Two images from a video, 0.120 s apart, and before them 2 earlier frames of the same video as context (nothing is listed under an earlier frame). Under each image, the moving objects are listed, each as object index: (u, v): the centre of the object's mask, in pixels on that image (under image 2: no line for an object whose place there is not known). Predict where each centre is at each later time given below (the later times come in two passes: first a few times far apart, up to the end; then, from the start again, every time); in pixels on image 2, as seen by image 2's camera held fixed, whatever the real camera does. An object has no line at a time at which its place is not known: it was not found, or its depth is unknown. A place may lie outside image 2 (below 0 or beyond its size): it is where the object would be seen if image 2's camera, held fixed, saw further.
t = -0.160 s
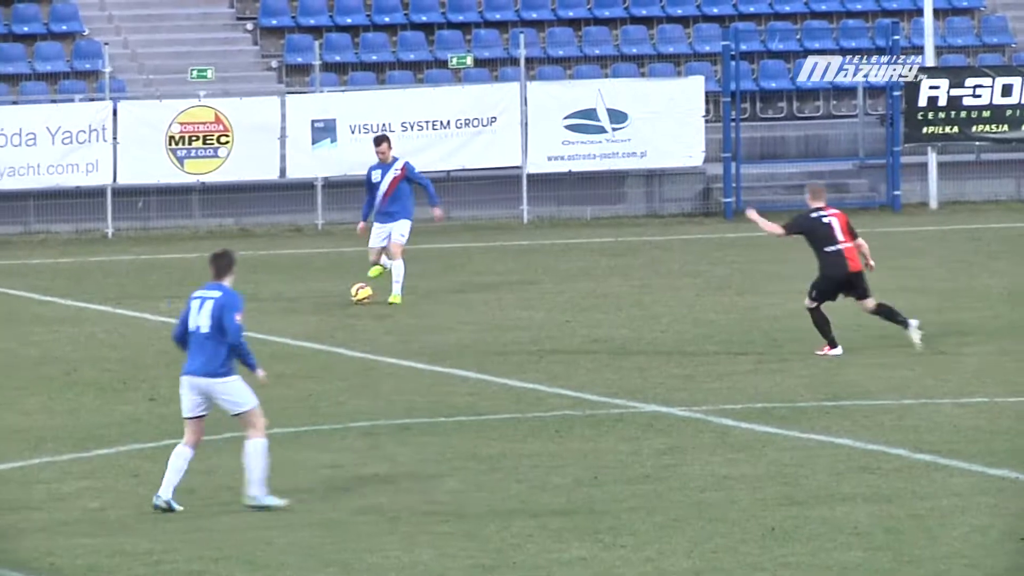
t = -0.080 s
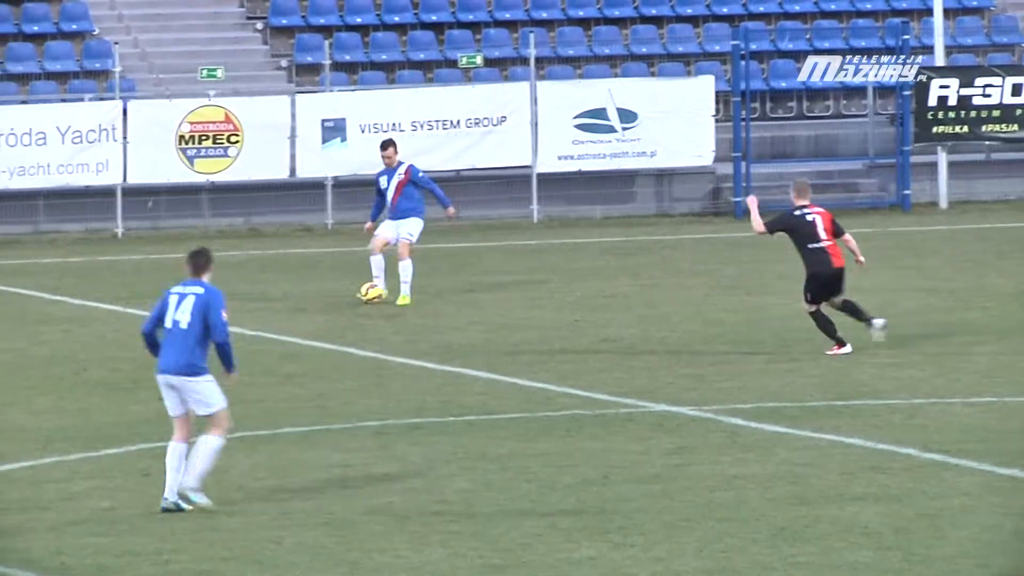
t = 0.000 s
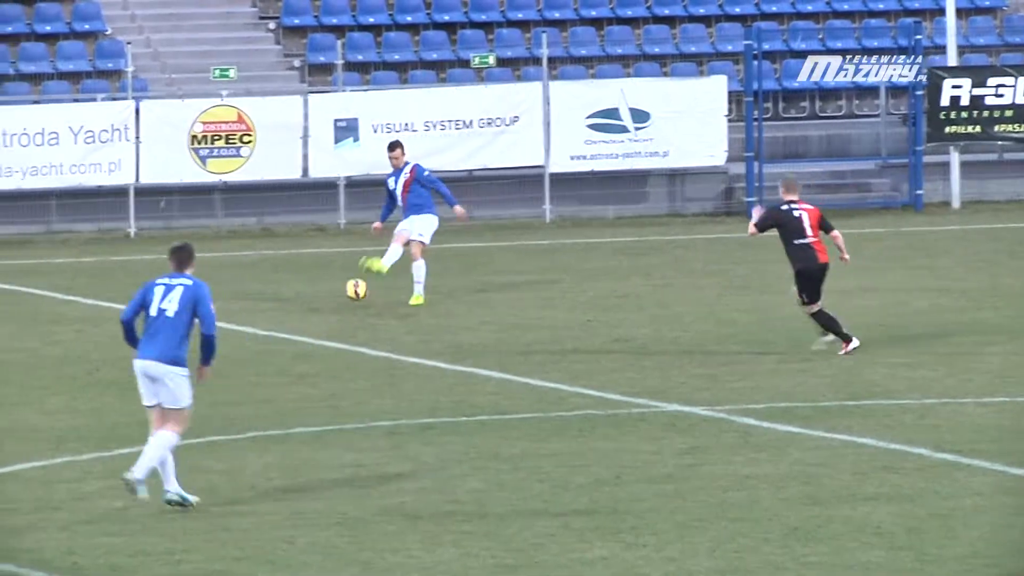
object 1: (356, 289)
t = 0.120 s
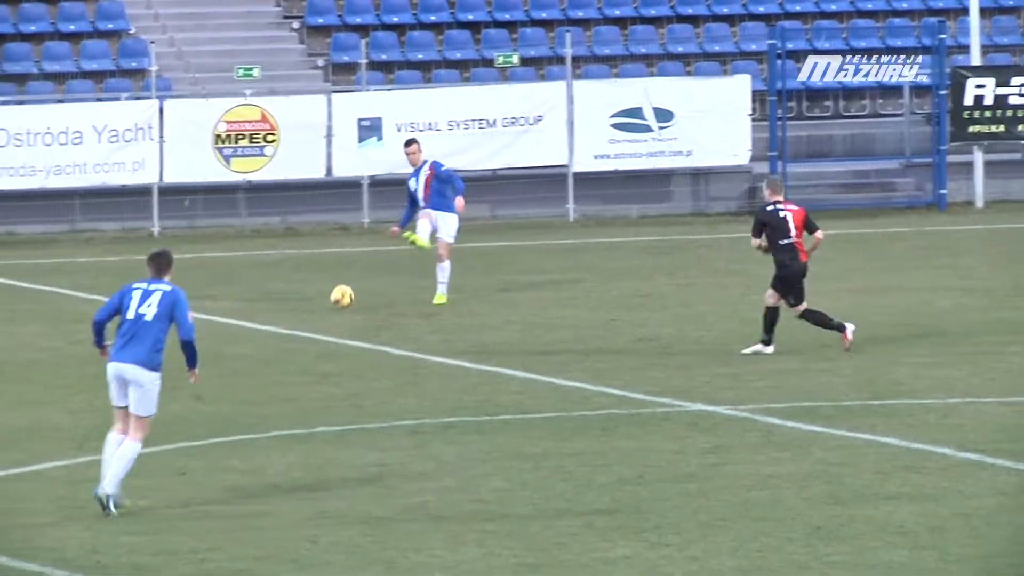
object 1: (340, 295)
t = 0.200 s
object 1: (321, 312)
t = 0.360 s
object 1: (289, 343)
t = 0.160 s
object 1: (331, 303)
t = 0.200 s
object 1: (321, 312)
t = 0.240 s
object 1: (312, 322)
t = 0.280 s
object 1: (303, 337)
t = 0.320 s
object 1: (296, 348)
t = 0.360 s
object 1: (289, 343)
